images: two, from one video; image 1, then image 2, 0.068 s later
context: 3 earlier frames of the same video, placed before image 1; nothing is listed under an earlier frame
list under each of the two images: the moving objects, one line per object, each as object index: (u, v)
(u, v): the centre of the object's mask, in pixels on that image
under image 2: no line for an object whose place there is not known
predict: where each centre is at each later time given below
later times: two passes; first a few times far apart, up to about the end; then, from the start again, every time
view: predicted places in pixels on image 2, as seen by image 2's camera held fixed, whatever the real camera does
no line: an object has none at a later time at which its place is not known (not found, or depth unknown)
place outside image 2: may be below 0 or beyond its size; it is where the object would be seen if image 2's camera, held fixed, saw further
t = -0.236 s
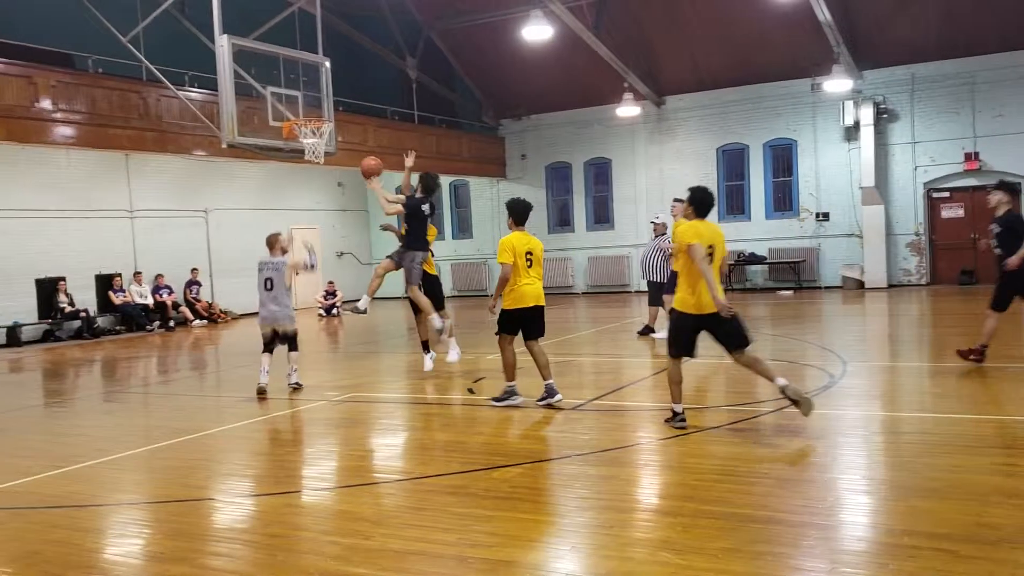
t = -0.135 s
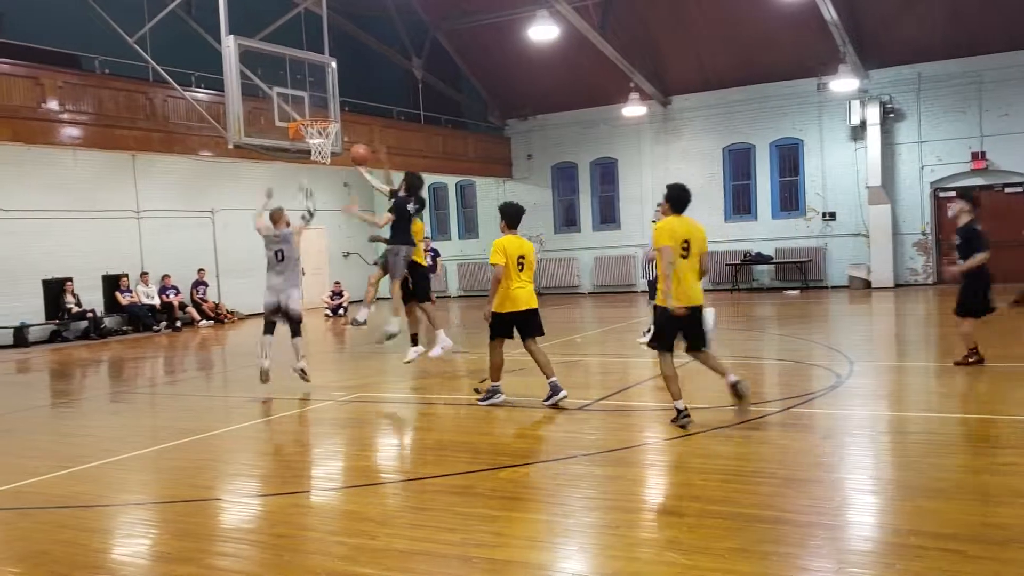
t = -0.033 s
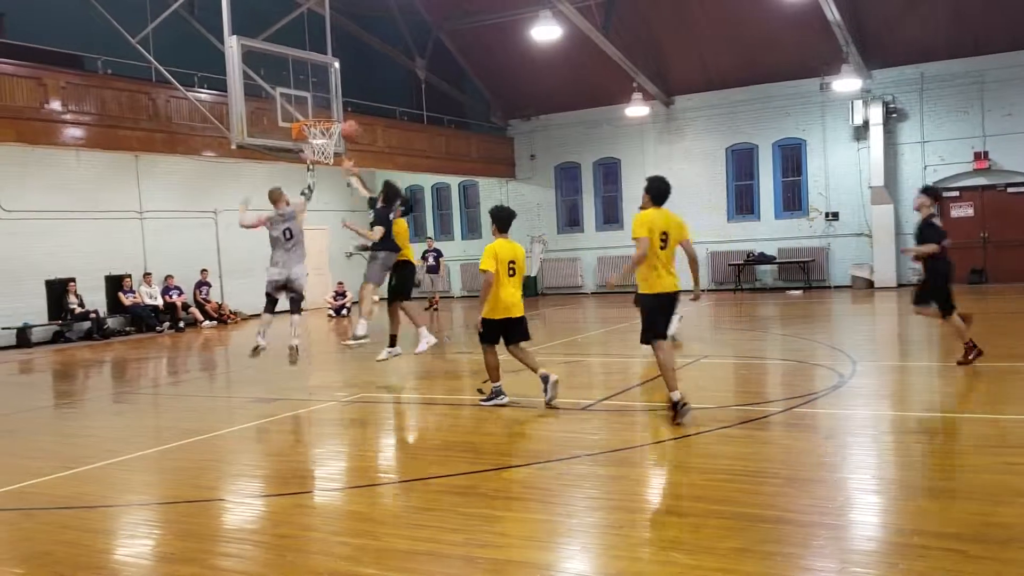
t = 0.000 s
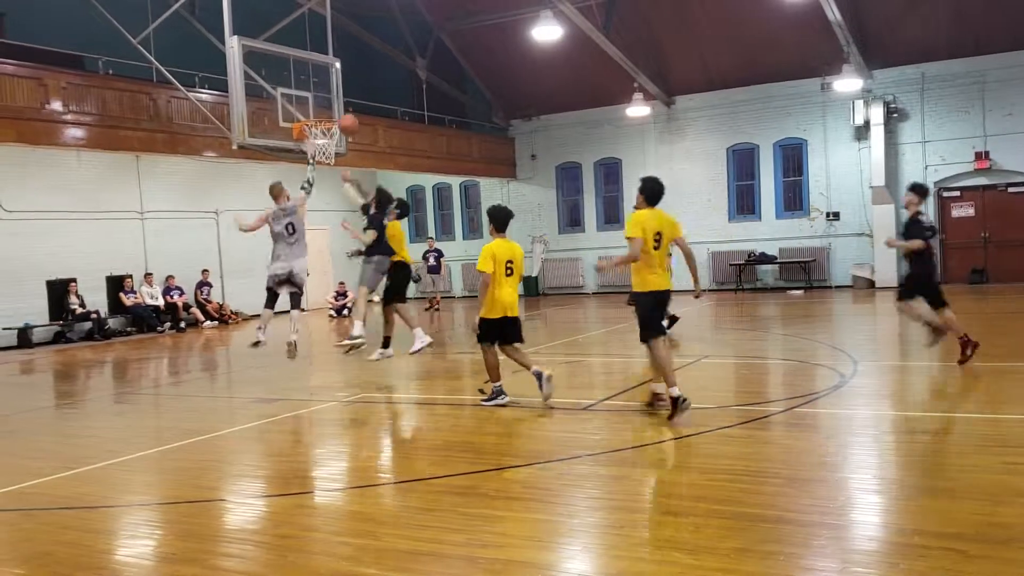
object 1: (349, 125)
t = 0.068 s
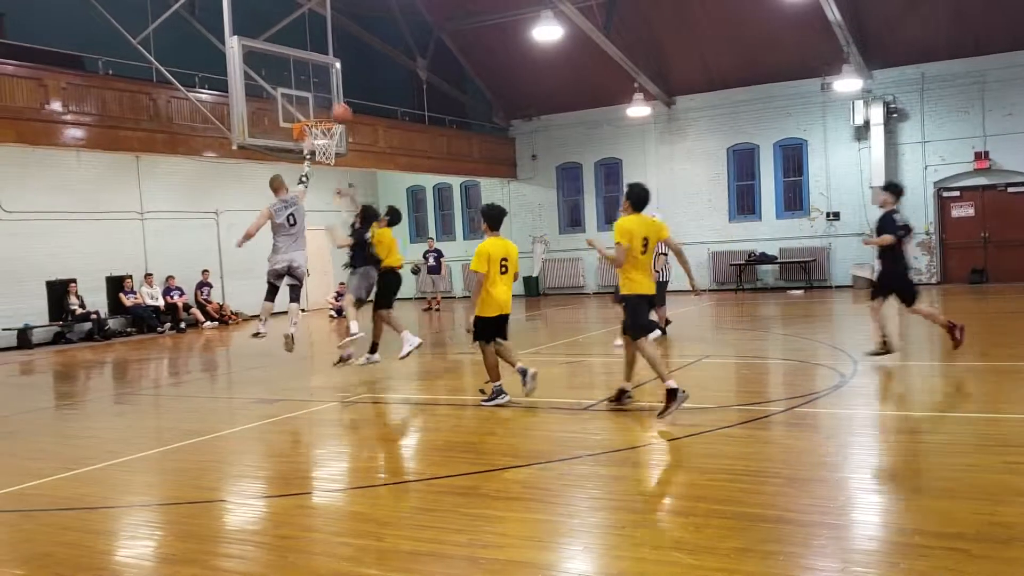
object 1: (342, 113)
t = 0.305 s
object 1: (322, 107)
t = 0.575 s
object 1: (316, 91)
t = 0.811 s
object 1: (319, 95)
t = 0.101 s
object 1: (339, 110)
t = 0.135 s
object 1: (335, 107)
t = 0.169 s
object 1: (332, 106)
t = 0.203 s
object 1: (329, 105)
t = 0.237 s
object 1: (326, 105)
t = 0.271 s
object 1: (324, 106)
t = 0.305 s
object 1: (322, 107)
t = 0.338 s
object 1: (320, 109)
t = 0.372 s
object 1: (317, 112)
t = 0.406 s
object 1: (315, 112)
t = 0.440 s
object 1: (315, 109)
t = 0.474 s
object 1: (315, 103)
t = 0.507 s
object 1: (316, 99)
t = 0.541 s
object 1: (316, 94)
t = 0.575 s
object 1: (316, 91)
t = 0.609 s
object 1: (316, 89)
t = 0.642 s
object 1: (316, 88)
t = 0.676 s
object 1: (316, 88)
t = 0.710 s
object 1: (317, 88)
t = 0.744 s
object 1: (317, 89)
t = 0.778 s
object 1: (318, 92)
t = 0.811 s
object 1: (319, 95)
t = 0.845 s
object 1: (320, 99)
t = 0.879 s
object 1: (321, 105)
